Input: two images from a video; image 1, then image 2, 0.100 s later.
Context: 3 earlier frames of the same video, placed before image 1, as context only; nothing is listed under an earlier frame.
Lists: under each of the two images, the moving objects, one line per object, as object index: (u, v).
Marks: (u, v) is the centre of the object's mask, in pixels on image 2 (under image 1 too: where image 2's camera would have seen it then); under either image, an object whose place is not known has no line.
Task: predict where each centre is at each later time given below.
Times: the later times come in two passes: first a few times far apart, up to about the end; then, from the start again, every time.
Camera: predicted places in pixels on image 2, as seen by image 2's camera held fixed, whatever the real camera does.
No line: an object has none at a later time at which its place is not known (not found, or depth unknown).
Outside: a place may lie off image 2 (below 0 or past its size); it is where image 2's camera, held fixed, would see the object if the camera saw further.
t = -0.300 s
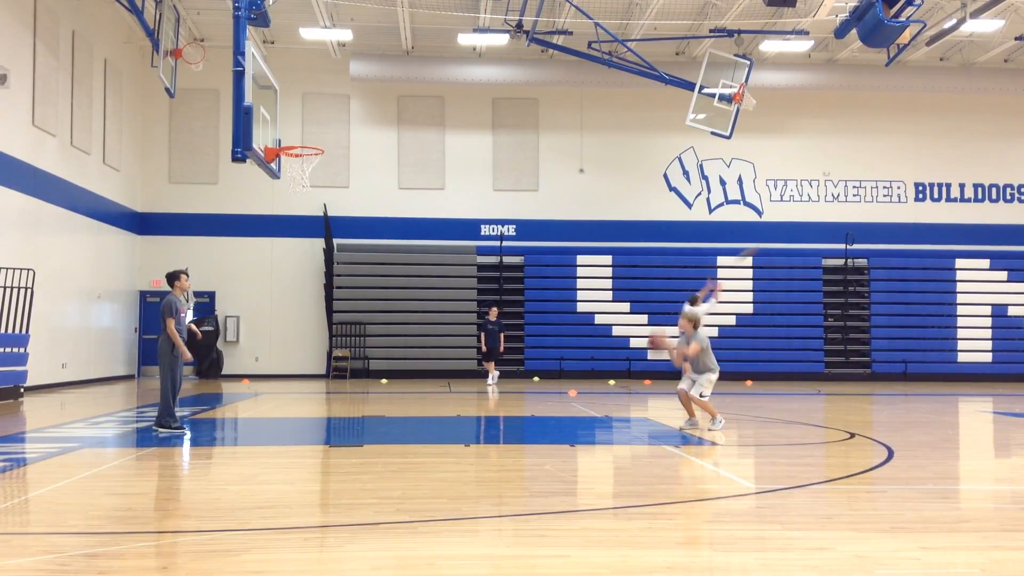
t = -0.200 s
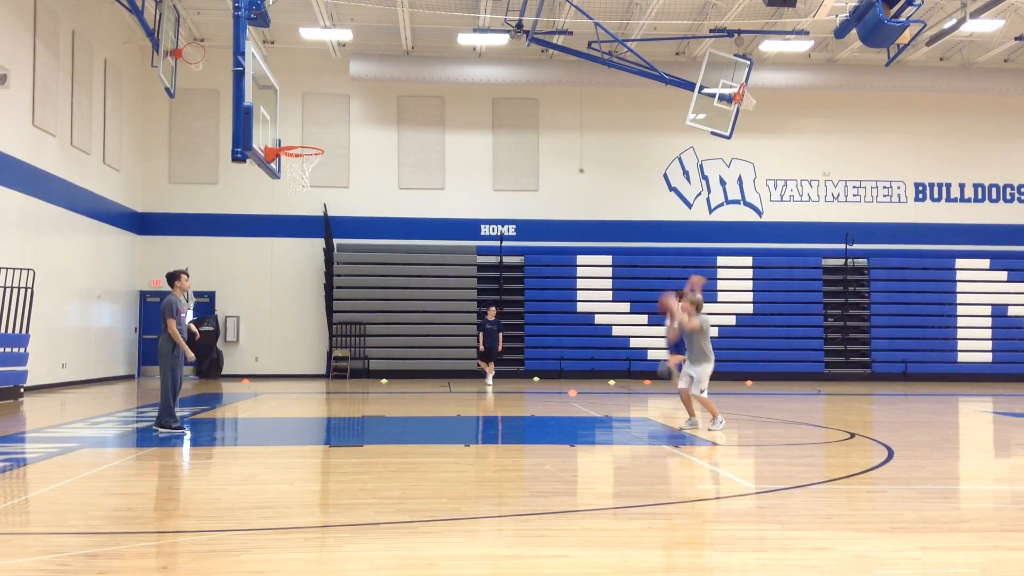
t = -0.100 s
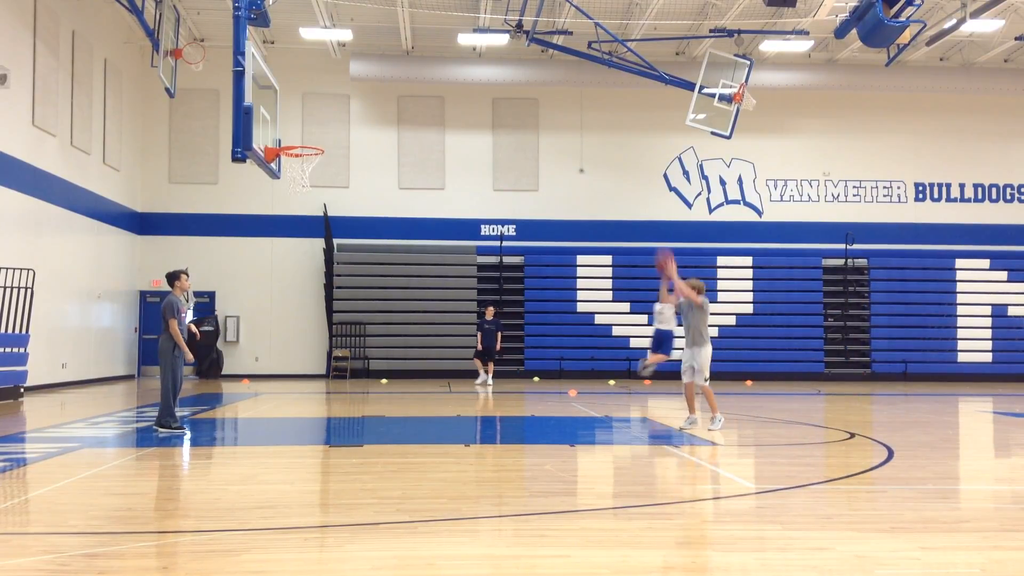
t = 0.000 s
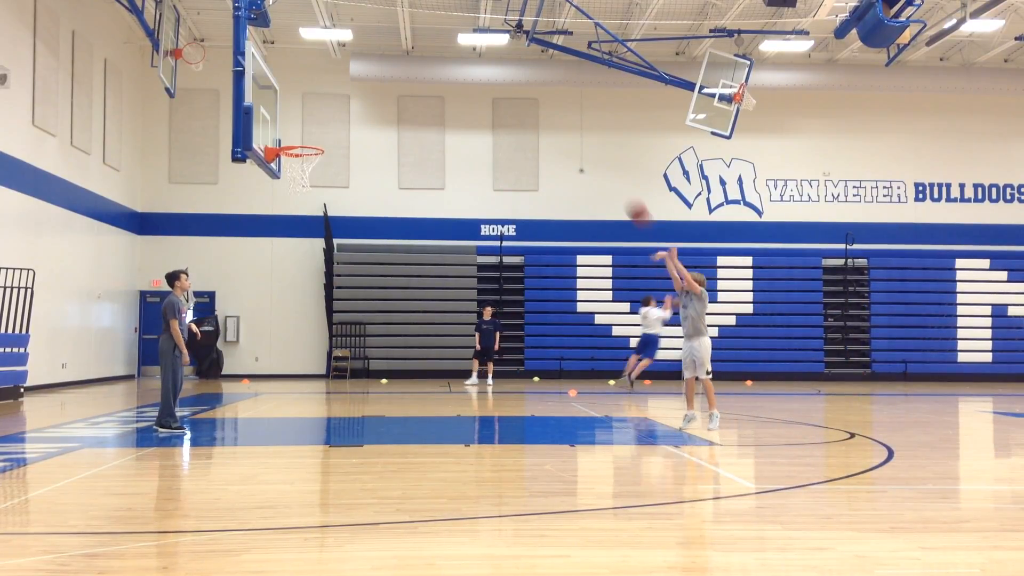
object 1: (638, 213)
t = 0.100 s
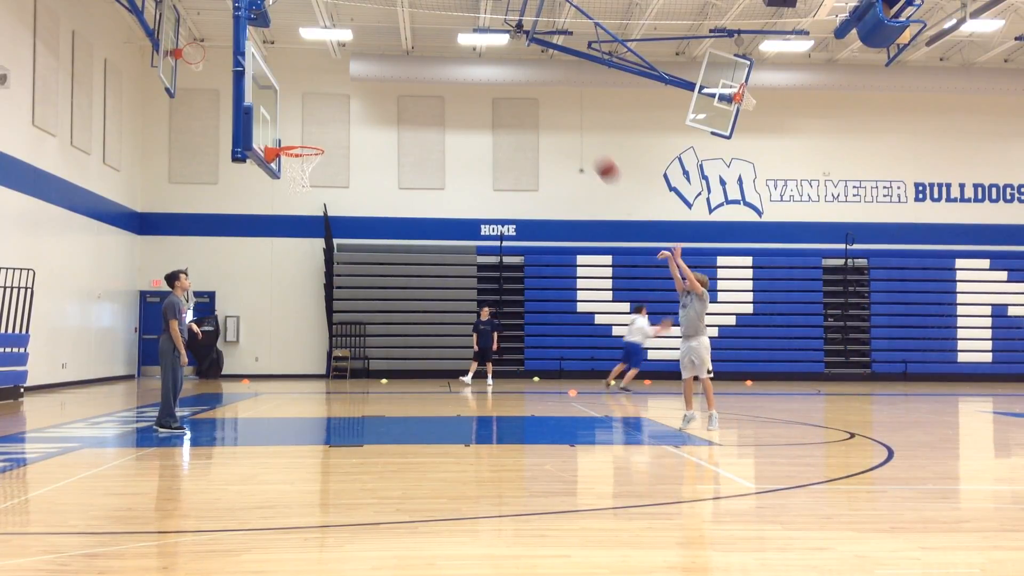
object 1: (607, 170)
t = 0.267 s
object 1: (555, 115)
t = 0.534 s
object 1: (471, 73)
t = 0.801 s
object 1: (387, 92)
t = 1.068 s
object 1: (335, 129)
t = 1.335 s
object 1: (363, 120)
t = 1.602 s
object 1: (392, 172)
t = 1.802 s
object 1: (412, 251)
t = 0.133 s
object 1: (596, 157)
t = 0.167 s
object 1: (586, 146)
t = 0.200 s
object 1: (575, 134)
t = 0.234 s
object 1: (565, 124)
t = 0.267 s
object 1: (555, 115)
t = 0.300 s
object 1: (544, 106)
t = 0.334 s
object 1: (534, 99)
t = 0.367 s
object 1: (523, 93)
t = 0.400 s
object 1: (513, 86)
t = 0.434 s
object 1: (503, 82)
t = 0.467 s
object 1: (492, 78)
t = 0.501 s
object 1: (482, 75)
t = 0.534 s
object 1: (471, 73)
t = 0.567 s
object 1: (461, 72)
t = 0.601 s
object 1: (450, 72)
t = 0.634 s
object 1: (440, 73)
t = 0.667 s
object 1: (430, 75)
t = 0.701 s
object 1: (419, 79)
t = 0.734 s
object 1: (408, 82)
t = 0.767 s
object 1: (398, 86)
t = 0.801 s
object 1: (387, 92)
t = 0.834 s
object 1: (376, 99)
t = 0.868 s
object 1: (367, 106)
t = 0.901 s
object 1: (355, 115)
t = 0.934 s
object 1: (344, 124)
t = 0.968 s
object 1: (334, 135)
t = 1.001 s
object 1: (328, 141)
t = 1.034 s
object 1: (332, 134)
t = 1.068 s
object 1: (335, 129)
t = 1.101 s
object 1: (339, 124)
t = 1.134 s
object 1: (342, 121)
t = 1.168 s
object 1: (346, 118)
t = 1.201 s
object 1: (349, 117)
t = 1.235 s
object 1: (353, 116)
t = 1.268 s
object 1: (357, 116)
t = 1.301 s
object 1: (360, 118)
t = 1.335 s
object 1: (363, 120)
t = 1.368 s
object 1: (367, 123)
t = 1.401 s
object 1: (370, 127)
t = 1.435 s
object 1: (374, 132)
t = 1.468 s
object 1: (378, 138)
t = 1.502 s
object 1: (381, 145)
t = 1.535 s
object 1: (385, 153)
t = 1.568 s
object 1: (388, 162)
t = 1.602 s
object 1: (392, 172)
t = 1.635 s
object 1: (395, 182)
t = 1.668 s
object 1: (399, 195)
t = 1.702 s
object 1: (402, 207)
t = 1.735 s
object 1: (406, 223)
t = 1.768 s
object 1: (409, 234)
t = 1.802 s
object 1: (412, 251)
